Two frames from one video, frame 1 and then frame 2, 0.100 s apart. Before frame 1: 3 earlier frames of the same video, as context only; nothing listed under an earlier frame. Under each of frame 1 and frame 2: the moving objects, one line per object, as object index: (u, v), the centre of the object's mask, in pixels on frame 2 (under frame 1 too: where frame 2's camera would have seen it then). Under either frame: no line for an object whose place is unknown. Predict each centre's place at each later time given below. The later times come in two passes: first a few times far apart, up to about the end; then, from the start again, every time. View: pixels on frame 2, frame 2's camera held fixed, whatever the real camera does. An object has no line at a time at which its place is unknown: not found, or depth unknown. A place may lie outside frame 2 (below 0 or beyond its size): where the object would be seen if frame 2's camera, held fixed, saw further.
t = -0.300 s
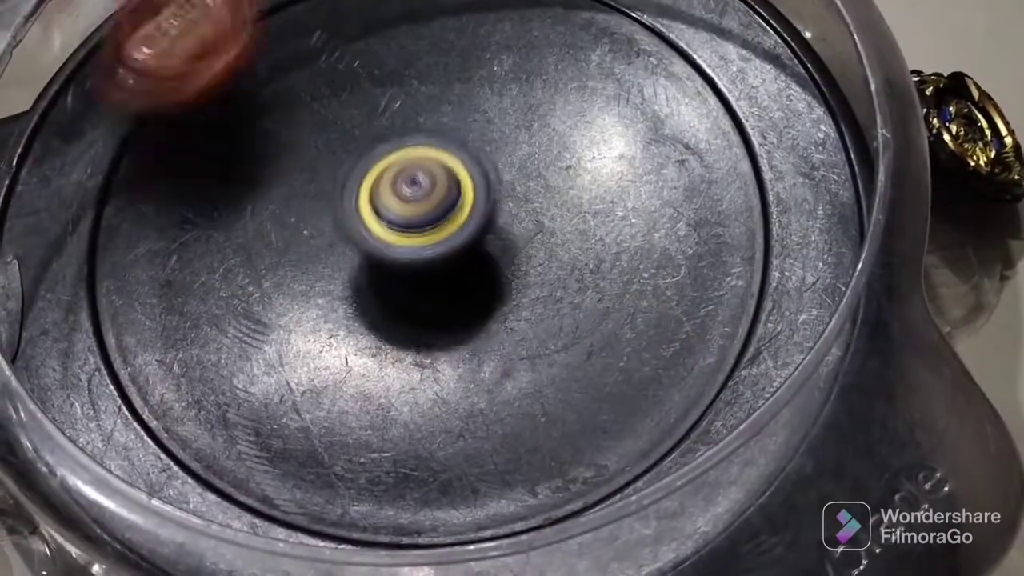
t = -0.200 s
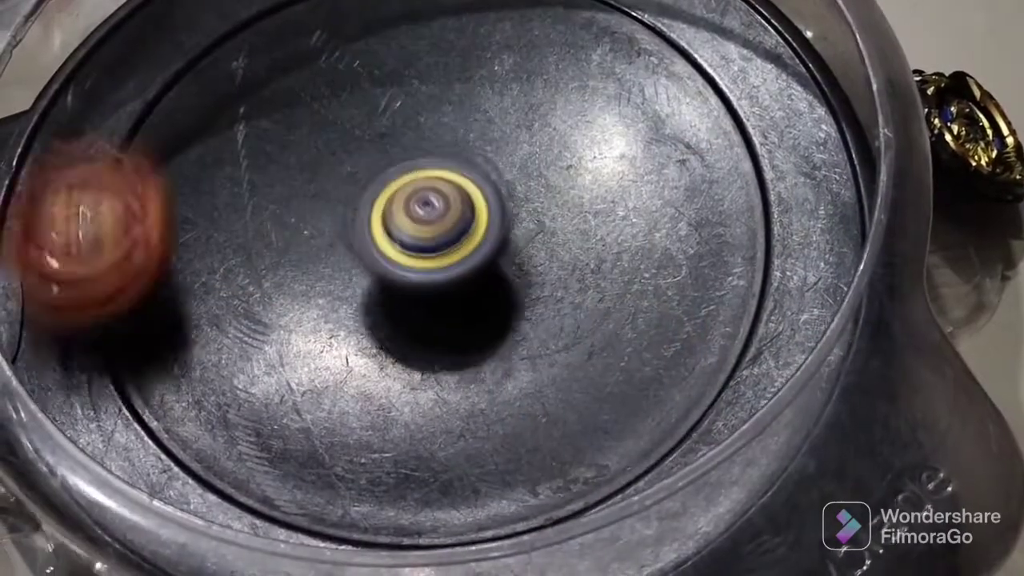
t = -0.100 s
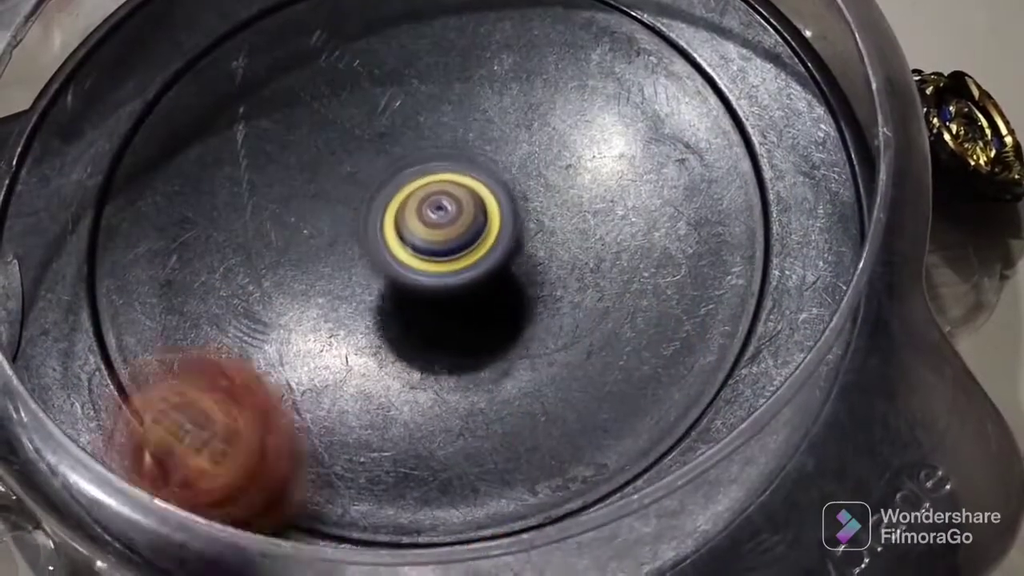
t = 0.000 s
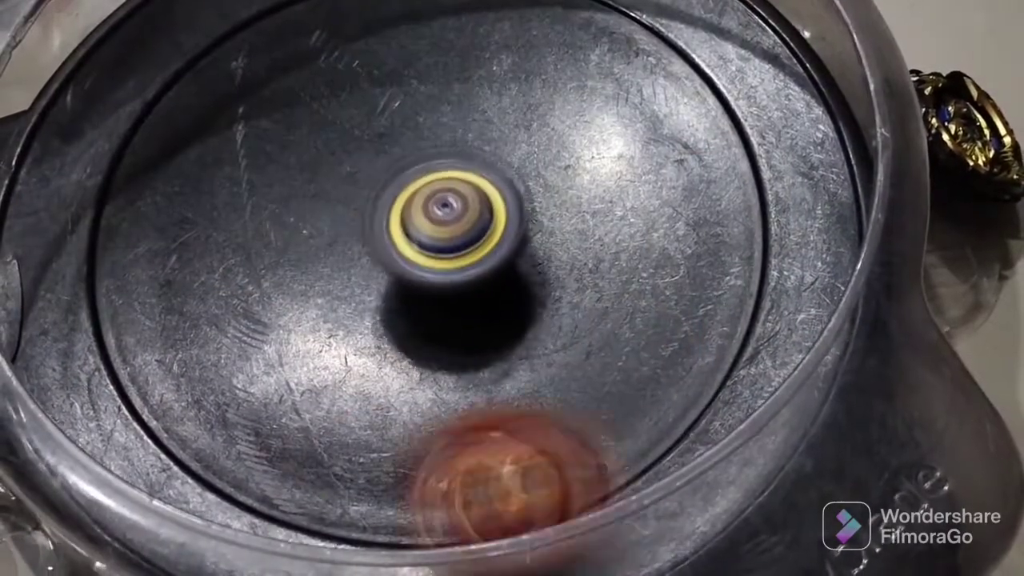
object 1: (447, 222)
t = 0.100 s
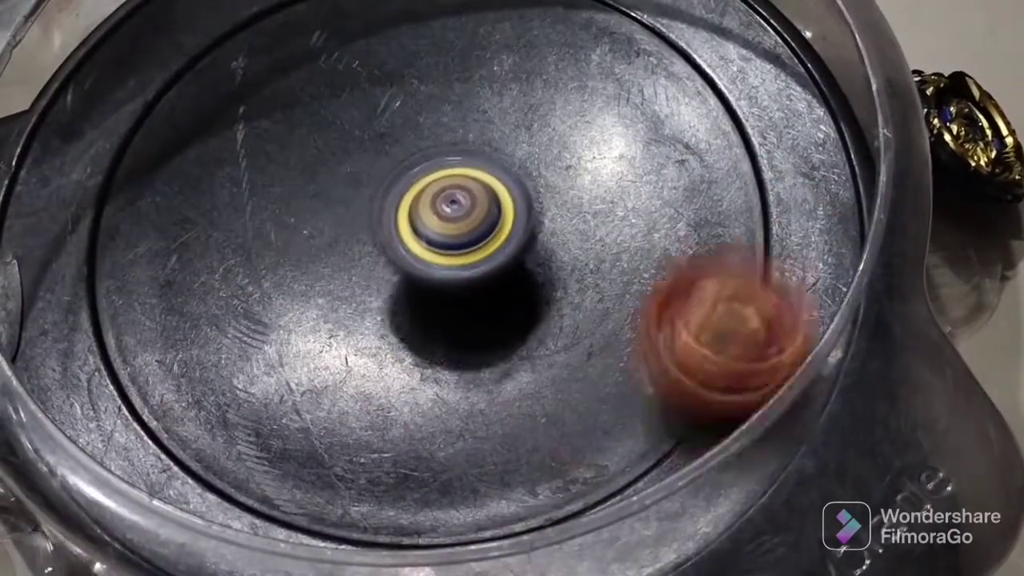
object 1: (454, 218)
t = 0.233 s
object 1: (466, 217)
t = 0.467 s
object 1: (460, 194)
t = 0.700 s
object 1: (422, 199)
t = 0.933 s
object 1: (415, 224)
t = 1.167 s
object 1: (435, 231)
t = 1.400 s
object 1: (449, 206)
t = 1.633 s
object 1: (435, 188)
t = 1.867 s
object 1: (415, 192)
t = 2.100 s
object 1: (417, 208)
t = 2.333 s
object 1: (447, 209)
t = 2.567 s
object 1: (451, 186)
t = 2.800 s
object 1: (437, 177)
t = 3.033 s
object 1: (431, 199)
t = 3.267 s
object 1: (446, 207)
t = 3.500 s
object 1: (454, 195)
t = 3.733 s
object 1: (445, 188)
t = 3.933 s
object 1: (435, 200)
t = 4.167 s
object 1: (432, 206)
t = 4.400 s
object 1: (428, 201)
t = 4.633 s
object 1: (427, 201)
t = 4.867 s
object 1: (425, 209)
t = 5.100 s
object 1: (433, 212)
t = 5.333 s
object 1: (436, 198)
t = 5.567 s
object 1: (428, 193)
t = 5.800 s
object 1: (424, 198)
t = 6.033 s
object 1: (430, 206)
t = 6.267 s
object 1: (439, 198)
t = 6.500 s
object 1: (446, 187)
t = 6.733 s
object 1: (444, 189)
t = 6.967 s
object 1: (444, 200)
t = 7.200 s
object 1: (447, 196)
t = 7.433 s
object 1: (442, 198)
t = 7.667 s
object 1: (428, 202)
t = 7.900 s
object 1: (428, 211)
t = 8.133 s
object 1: (429, 212)
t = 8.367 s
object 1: (432, 210)
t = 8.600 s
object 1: (430, 201)
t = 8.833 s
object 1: (427, 194)
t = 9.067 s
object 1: (426, 196)
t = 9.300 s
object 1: (436, 200)
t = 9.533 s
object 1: (441, 200)
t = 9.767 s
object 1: (442, 195)
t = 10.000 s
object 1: (444, 190)
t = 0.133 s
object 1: (457, 218)
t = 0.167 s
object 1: (461, 218)
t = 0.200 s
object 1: (464, 217)
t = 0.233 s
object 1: (466, 217)
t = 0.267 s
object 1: (469, 216)
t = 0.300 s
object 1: (470, 214)
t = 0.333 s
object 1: (471, 212)
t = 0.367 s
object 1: (468, 209)
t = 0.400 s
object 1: (467, 204)
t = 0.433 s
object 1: (464, 200)
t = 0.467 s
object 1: (460, 194)
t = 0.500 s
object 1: (456, 192)
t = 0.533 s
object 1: (450, 189)
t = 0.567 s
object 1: (444, 188)
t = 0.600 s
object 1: (437, 190)
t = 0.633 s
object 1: (432, 192)
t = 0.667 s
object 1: (427, 196)
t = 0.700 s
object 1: (422, 199)
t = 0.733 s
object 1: (418, 203)
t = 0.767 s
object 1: (417, 207)
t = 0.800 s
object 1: (415, 210)
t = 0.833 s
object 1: (415, 215)
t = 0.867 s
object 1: (414, 219)
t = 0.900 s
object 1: (414, 222)
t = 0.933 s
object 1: (415, 224)
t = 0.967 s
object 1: (417, 227)
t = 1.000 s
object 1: (420, 229)
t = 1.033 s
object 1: (422, 230)
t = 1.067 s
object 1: (426, 232)
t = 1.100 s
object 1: (428, 232)
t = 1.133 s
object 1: (431, 232)
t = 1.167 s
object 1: (435, 231)
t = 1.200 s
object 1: (438, 230)
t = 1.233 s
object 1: (442, 227)
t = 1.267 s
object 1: (445, 223)
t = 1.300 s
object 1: (447, 220)
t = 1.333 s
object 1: (449, 214)
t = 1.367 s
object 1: (449, 210)
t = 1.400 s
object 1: (449, 206)
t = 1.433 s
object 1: (448, 202)
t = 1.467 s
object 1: (448, 198)
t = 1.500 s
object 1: (446, 195)
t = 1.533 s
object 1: (443, 192)
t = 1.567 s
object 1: (440, 190)
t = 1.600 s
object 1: (438, 189)
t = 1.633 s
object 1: (435, 188)
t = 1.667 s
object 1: (431, 188)
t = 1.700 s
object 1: (428, 188)
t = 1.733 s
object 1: (424, 188)
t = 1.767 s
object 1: (422, 189)
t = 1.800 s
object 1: (419, 190)
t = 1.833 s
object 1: (417, 190)
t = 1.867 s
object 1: (415, 192)
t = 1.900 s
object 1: (413, 194)
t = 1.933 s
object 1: (412, 196)
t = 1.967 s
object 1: (412, 198)
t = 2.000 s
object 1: (412, 201)
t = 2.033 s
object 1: (413, 203)
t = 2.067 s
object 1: (414, 206)
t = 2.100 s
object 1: (417, 208)
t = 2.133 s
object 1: (419, 210)
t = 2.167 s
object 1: (423, 212)
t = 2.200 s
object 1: (429, 213)
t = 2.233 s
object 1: (434, 214)
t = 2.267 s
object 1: (438, 213)
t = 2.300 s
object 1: (443, 210)
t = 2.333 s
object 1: (447, 209)
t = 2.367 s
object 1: (450, 206)
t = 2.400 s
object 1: (452, 203)
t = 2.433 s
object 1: (454, 199)
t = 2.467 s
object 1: (455, 195)
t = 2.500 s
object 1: (455, 191)
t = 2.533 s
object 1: (453, 188)
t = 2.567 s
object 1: (451, 186)
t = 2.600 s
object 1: (450, 182)
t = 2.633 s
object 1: (448, 180)
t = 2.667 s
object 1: (444, 177)
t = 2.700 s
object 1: (442, 175)
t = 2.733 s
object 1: (441, 174)
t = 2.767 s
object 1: (438, 175)
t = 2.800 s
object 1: (437, 177)
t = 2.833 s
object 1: (435, 177)
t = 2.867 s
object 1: (433, 181)
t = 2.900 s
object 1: (431, 187)
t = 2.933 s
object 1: (430, 190)
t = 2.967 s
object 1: (430, 193)
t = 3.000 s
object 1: (430, 197)
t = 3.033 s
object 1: (431, 199)
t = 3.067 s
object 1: (432, 201)
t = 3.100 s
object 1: (434, 202)
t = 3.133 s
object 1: (436, 204)
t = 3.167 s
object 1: (438, 205)
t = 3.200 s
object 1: (441, 203)
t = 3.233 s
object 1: (443, 203)
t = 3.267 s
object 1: (446, 207)
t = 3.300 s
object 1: (448, 203)
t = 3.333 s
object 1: (450, 202)
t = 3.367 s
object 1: (452, 200)
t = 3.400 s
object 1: (453, 200)
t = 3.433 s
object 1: (453, 200)
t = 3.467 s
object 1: (454, 197)
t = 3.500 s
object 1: (454, 195)
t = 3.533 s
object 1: (453, 193)
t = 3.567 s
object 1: (452, 192)
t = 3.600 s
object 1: (452, 193)
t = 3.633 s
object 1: (451, 189)
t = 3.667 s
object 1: (449, 189)
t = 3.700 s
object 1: (447, 188)
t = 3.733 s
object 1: (445, 188)
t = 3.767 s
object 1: (443, 189)
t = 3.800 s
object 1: (440, 192)
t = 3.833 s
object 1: (438, 195)
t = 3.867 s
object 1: (437, 197)
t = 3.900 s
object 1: (436, 200)
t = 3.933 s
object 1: (435, 200)
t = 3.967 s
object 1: (434, 202)
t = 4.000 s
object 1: (432, 203)
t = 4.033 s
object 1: (431, 204)
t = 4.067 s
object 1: (431, 204)
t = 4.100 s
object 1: (431, 205)
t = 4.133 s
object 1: (432, 206)
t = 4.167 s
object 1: (432, 206)
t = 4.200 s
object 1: (432, 205)
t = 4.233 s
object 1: (432, 205)
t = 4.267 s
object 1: (432, 205)
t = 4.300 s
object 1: (431, 203)
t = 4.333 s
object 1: (430, 202)
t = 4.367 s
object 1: (430, 202)
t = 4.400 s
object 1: (428, 201)
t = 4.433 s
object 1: (428, 201)
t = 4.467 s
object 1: (428, 201)
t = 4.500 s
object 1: (427, 201)
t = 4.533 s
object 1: (427, 201)
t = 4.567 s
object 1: (427, 202)
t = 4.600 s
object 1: (427, 201)
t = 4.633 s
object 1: (427, 201)
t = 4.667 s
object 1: (425, 202)
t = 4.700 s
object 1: (425, 203)
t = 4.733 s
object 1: (424, 203)
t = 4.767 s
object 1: (425, 203)
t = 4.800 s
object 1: (425, 204)
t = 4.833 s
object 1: (425, 207)
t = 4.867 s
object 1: (425, 209)
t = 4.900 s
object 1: (426, 210)
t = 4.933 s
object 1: (427, 212)
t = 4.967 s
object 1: (427, 212)
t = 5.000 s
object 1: (428, 213)
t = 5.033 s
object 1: (429, 213)
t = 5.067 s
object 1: (431, 212)
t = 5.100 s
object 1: (433, 212)
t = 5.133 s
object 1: (434, 212)
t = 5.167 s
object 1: (437, 211)
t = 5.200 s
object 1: (438, 208)
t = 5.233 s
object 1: (438, 207)
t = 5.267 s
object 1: (438, 204)
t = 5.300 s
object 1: (437, 201)
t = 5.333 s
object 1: (436, 198)
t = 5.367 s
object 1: (433, 196)
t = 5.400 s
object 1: (433, 195)
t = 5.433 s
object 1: (433, 194)
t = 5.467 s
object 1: (432, 194)
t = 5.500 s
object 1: (431, 194)
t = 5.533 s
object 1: (430, 193)
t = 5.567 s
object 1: (428, 193)
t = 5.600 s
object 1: (427, 193)
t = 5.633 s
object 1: (427, 193)
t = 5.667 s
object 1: (427, 193)
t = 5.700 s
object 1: (426, 193)
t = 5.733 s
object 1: (425, 195)
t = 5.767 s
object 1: (424, 197)
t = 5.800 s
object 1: (424, 198)
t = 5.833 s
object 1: (424, 196)
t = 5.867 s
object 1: (424, 199)
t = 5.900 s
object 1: (424, 201)
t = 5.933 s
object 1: (425, 203)
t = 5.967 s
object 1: (427, 205)
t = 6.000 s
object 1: (429, 205)
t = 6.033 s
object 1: (430, 206)
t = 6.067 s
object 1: (433, 205)
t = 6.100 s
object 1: (436, 205)
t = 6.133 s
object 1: (437, 204)
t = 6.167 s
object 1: (437, 203)
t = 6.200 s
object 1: (439, 201)
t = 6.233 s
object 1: (439, 197)
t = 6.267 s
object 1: (439, 198)
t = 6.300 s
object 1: (441, 193)
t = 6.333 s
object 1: (442, 192)
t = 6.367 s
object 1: (444, 192)
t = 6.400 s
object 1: (447, 190)
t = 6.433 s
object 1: (448, 189)
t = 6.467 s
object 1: (446, 189)
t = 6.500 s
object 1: (446, 187)
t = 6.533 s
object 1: (446, 187)
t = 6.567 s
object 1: (445, 187)
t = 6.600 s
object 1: (444, 187)
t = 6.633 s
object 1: (444, 188)
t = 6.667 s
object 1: (444, 188)
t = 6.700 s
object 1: (443, 188)
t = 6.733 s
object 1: (444, 189)
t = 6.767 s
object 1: (443, 189)
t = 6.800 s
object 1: (443, 190)
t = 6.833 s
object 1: (443, 192)
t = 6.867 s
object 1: (443, 195)
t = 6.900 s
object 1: (443, 197)
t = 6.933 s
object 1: (442, 198)
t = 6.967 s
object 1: (444, 200)
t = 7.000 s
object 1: (444, 200)
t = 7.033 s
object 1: (446, 197)
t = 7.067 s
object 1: (447, 197)
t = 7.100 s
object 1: (447, 197)
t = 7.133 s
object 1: (447, 197)
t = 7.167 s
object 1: (447, 197)
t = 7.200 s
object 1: (447, 196)
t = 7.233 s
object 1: (447, 199)
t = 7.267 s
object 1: (446, 200)
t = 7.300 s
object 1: (446, 200)
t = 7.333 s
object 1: (444, 199)
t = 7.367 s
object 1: (444, 199)
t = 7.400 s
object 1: (444, 197)
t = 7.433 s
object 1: (442, 198)
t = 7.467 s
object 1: (441, 197)
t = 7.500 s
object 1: (439, 197)
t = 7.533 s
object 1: (438, 198)
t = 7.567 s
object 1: (434, 199)
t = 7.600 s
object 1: (432, 199)
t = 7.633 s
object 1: (429, 201)
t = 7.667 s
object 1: (428, 202)
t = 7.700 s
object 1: (428, 204)
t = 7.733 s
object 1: (427, 206)
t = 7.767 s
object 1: (425, 207)
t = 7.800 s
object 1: (427, 209)
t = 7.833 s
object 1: (425, 211)
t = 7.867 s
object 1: (426, 212)
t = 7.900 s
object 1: (428, 211)
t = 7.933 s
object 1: (429, 212)
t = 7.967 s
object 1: (429, 213)
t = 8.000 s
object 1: (427, 211)
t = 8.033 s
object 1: (427, 212)
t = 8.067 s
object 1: (427, 212)
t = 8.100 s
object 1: (428, 212)
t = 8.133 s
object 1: (429, 212)
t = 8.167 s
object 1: (429, 212)
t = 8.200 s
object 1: (430, 212)
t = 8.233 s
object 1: (431, 213)
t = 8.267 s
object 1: (432, 211)
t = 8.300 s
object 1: (432, 210)
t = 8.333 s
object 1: (433, 210)
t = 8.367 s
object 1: (432, 210)
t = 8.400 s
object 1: (433, 209)
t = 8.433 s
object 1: (433, 208)
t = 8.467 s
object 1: (432, 205)
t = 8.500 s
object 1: (430, 203)
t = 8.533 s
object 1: (430, 204)
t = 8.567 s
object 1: (430, 203)
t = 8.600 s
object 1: (430, 201)
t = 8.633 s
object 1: (430, 199)
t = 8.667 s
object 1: (429, 199)
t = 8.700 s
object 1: (428, 198)
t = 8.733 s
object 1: (428, 196)
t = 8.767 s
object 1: (427, 195)
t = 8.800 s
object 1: (428, 195)
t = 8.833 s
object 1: (427, 194)
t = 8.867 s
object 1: (426, 195)
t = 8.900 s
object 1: (426, 194)
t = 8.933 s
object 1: (426, 195)
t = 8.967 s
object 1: (426, 194)
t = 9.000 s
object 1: (426, 195)
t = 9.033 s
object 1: (426, 195)
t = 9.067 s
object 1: (426, 196)
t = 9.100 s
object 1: (426, 196)
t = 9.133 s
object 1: (427, 197)
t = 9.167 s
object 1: (428, 197)
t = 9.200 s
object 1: (430, 199)
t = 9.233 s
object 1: (432, 200)
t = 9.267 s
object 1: (435, 200)
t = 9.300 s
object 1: (436, 200)
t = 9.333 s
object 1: (437, 201)
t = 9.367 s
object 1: (437, 200)
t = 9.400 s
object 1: (439, 200)
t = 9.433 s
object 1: (439, 199)
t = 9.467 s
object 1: (441, 198)
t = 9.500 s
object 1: (440, 200)
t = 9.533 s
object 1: (441, 200)
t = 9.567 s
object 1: (441, 200)
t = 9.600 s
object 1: (441, 199)
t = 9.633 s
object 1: (442, 199)
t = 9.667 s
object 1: (441, 198)
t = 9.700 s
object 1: (443, 196)
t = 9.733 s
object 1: (441, 196)
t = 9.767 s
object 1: (442, 195)
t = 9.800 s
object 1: (442, 192)
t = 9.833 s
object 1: (444, 192)
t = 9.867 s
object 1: (443, 191)
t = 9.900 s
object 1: (444, 190)
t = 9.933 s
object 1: (444, 190)
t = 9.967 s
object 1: (444, 189)
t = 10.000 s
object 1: (444, 190)
